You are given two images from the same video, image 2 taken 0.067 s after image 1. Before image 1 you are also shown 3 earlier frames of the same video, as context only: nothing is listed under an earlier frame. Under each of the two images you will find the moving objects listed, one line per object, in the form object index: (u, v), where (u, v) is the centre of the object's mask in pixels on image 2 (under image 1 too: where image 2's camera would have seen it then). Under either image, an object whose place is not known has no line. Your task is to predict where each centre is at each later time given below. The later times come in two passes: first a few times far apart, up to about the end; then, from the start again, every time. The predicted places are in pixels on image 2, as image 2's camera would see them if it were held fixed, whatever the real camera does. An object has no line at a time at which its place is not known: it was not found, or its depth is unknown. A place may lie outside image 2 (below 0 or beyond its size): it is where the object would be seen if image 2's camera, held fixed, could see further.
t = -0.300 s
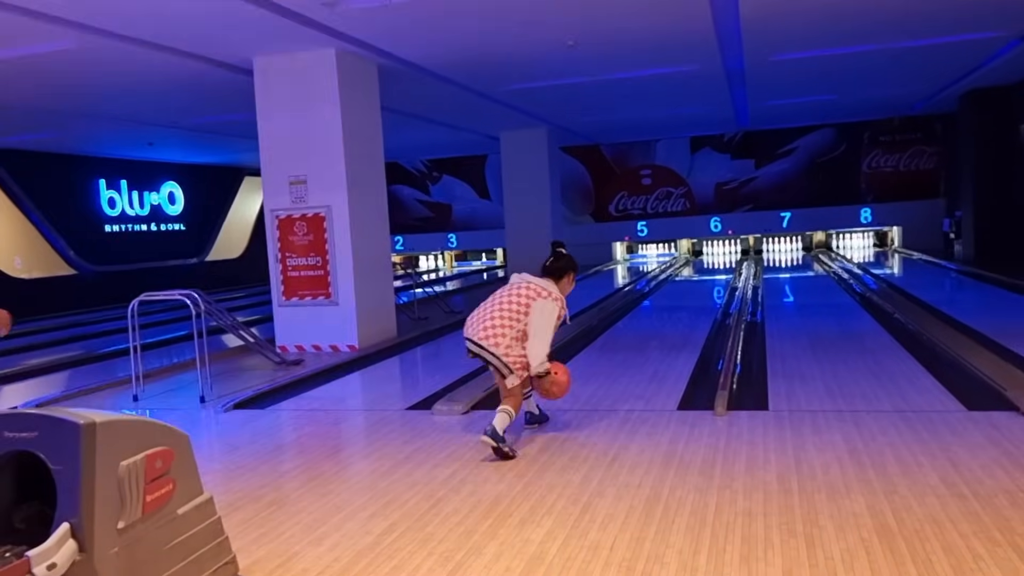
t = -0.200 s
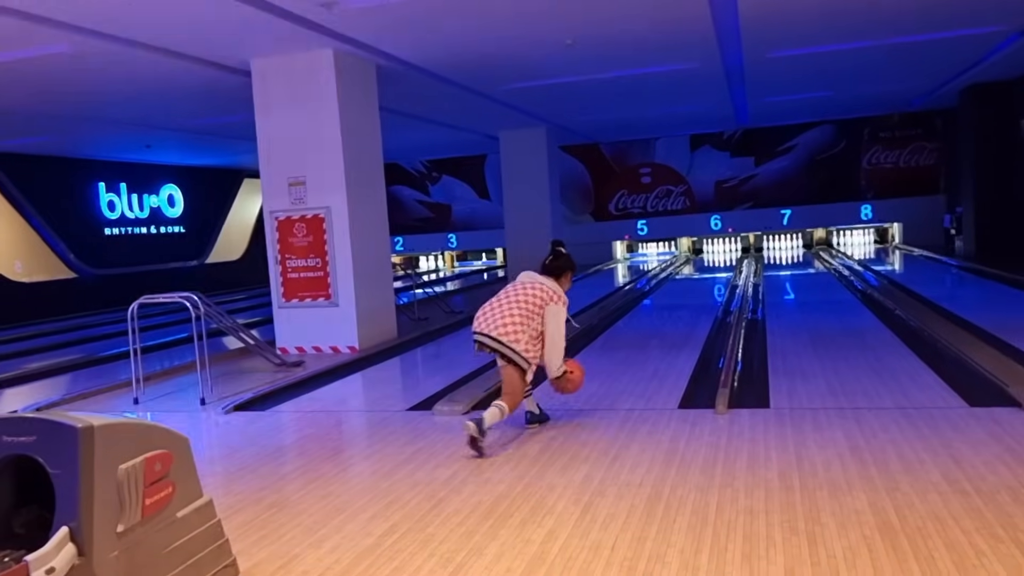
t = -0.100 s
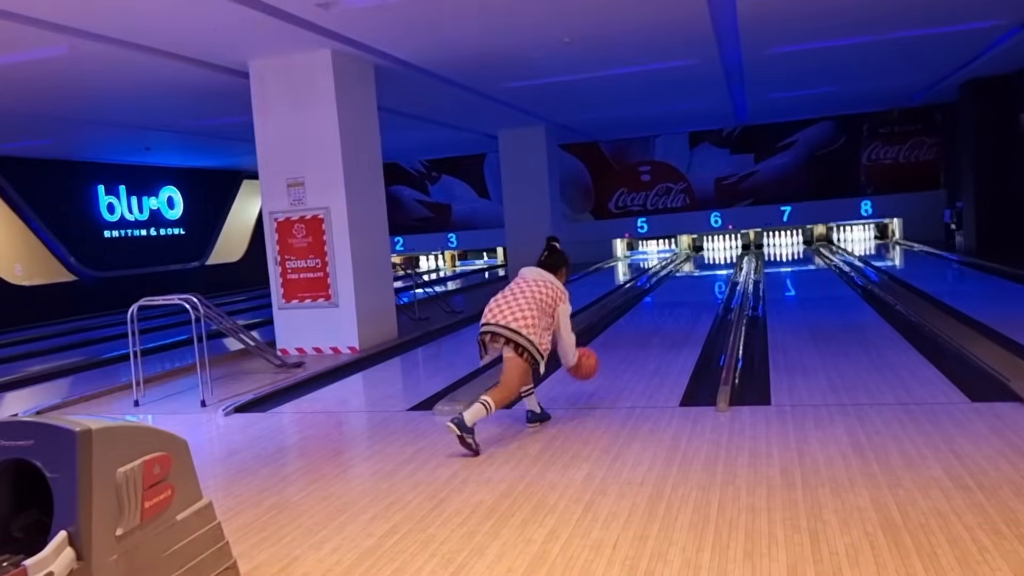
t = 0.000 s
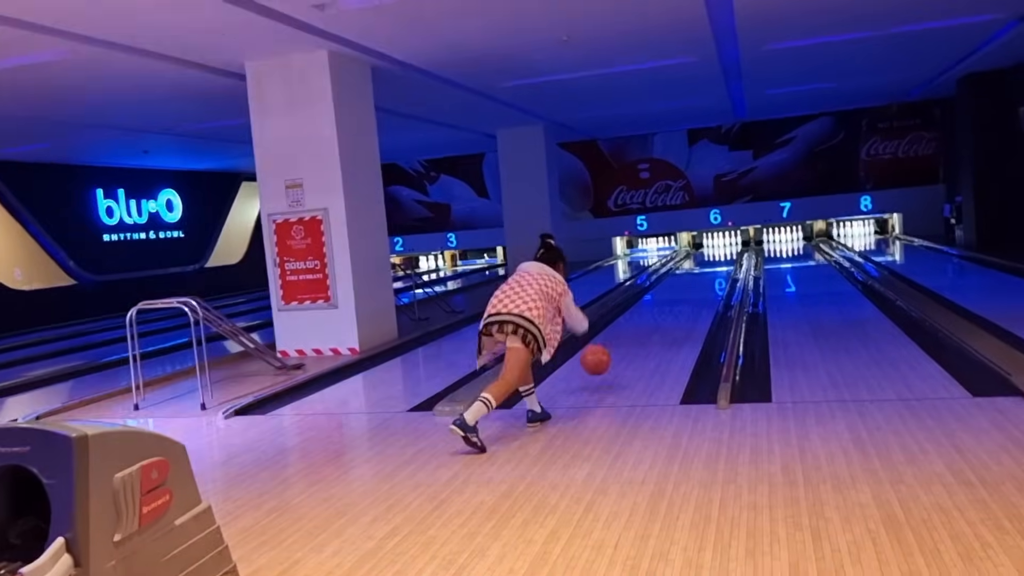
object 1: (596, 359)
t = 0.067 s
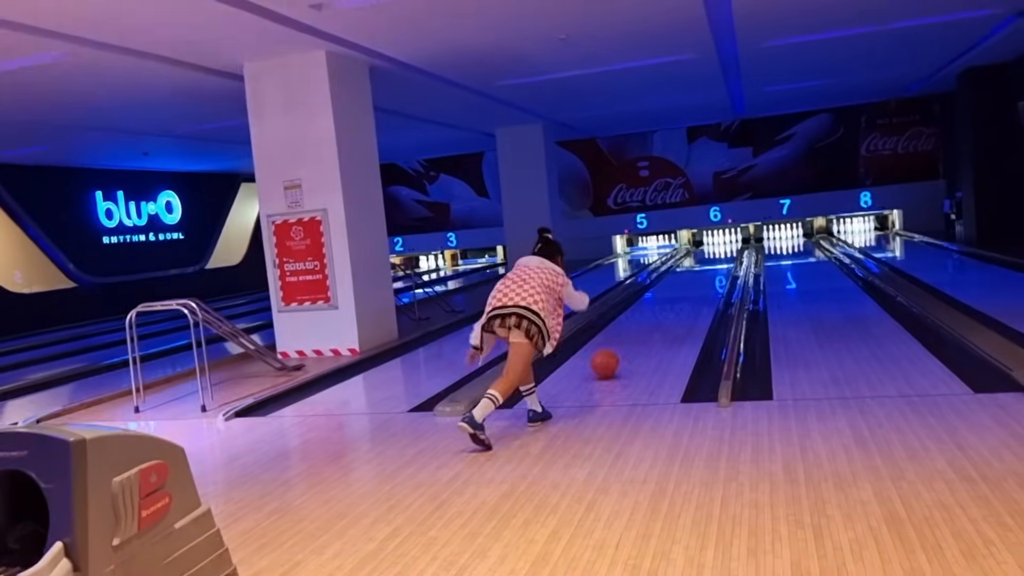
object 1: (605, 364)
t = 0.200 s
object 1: (619, 351)
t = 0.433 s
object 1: (636, 332)
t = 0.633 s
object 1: (650, 318)
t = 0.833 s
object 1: (661, 308)
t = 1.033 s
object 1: (669, 299)
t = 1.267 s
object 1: (679, 291)
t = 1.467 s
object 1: (684, 284)
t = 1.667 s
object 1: (690, 278)
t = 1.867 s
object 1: (695, 273)
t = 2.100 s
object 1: (700, 268)
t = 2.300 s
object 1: (704, 265)
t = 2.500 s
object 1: (706, 261)
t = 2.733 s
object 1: (710, 259)
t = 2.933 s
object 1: (713, 256)
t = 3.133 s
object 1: (717, 253)
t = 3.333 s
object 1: (720, 252)
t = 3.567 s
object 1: (723, 250)
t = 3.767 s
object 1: (727, 248)
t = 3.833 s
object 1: (727, 247)
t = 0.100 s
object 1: (609, 359)
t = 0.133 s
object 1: (612, 355)
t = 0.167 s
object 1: (616, 353)
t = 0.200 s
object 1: (619, 351)
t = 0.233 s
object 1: (621, 348)
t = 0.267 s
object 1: (624, 345)
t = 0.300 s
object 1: (627, 343)
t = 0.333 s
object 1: (629, 340)
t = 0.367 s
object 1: (632, 337)
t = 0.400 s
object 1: (634, 334)
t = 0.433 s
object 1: (636, 332)
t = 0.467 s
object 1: (639, 329)
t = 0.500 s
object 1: (642, 327)
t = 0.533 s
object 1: (644, 325)
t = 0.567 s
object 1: (646, 323)
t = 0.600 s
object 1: (648, 321)
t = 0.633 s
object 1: (650, 318)
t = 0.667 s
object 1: (652, 317)
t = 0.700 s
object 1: (654, 315)
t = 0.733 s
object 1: (655, 313)
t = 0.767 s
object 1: (657, 312)
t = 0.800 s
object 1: (659, 310)
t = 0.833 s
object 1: (661, 308)
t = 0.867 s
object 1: (662, 307)
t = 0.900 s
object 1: (664, 305)
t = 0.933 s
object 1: (665, 304)
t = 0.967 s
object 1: (666, 302)
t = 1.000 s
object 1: (668, 301)
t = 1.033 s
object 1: (669, 299)
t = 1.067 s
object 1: (671, 297)
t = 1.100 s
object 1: (672, 296)
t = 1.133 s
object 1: (674, 294)
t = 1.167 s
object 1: (675, 293)
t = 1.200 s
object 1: (676, 292)
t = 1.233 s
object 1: (677, 292)
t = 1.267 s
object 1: (679, 291)
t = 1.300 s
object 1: (680, 289)
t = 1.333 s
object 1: (681, 288)
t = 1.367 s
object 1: (681, 287)
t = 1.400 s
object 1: (682, 286)
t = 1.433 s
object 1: (684, 285)
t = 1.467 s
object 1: (684, 284)
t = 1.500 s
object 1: (685, 283)
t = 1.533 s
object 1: (686, 282)
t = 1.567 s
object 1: (687, 281)
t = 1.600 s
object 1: (688, 280)
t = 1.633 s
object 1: (689, 279)
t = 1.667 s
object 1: (690, 278)
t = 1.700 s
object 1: (690, 277)
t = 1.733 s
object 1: (692, 277)
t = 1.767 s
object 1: (692, 276)
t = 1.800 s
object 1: (694, 274)
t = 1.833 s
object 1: (693, 274)
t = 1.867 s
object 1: (695, 273)
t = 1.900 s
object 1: (695, 273)
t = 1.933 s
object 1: (696, 272)
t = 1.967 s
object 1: (697, 271)
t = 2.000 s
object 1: (698, 271)
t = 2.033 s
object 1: (698, 270)
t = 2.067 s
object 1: (699, 268)
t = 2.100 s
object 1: (700, 268)
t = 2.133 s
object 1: (701, 267)
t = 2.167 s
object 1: (701, 267)
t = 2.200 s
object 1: (701, 266)
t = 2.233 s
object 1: (702, 266)
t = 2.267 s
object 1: (703, 265)
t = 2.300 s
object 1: (704, 265)
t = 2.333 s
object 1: (704, 264)
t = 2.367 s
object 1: (704, 264)
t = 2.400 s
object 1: (705, 263)
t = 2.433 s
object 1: (705, 262)
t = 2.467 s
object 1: (705, 262)
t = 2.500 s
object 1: (706, 261)
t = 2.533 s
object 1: (707, 261)
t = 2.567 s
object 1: (708, 260)
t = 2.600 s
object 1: (708, 260)
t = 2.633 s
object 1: (708, 260)
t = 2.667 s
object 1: (708, 260)
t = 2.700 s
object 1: (709, 259)
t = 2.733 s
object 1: (710, 259)
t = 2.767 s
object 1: (711, 259)
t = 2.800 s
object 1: (712, 258)
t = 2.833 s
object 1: (712, 258)
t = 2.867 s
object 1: (713, 258)
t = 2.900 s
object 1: (713, 257)
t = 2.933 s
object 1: (713, 256)
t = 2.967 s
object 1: (713, 256)
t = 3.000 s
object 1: (714, 255)
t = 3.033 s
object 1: (715, 255)
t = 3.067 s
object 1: (716, 254)
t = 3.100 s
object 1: (716, 253)
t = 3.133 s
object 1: (717, 253)
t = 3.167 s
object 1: (717, 253)
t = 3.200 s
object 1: (718, 253)
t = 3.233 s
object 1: (718, 253)
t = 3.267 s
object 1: (719, 252)
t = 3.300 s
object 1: (719, 252)
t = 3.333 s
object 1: (720, 252)
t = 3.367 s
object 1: (721, 251)
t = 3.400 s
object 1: (721, 251)
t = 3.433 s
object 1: (721, 251)
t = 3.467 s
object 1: (722, 251)
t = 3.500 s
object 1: (723, 250)
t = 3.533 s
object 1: (723, 250)
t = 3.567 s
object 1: (723, 250)
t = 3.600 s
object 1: (724, 249)
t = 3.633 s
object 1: (724, 248)
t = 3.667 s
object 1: (725, 248)
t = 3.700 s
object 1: (725, 248)
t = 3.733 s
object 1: (727, 248)
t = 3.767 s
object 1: (727, 248)
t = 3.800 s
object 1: (727, 248)
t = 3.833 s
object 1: (727, 247)
